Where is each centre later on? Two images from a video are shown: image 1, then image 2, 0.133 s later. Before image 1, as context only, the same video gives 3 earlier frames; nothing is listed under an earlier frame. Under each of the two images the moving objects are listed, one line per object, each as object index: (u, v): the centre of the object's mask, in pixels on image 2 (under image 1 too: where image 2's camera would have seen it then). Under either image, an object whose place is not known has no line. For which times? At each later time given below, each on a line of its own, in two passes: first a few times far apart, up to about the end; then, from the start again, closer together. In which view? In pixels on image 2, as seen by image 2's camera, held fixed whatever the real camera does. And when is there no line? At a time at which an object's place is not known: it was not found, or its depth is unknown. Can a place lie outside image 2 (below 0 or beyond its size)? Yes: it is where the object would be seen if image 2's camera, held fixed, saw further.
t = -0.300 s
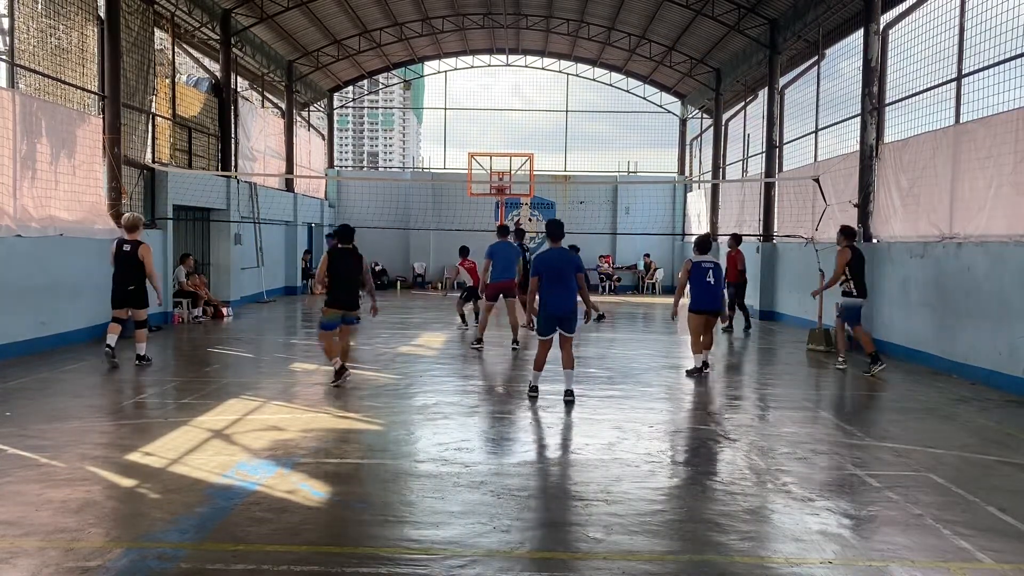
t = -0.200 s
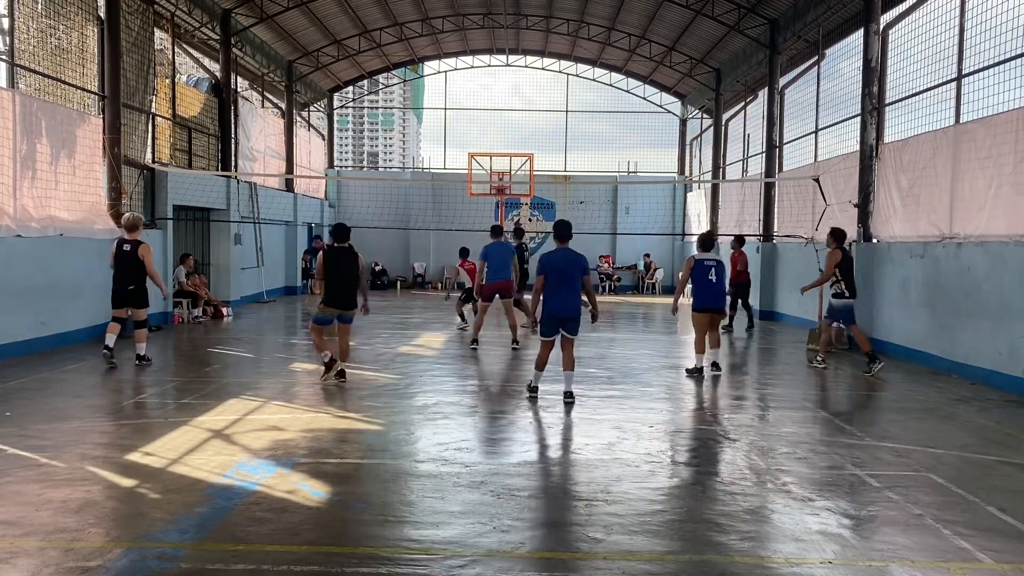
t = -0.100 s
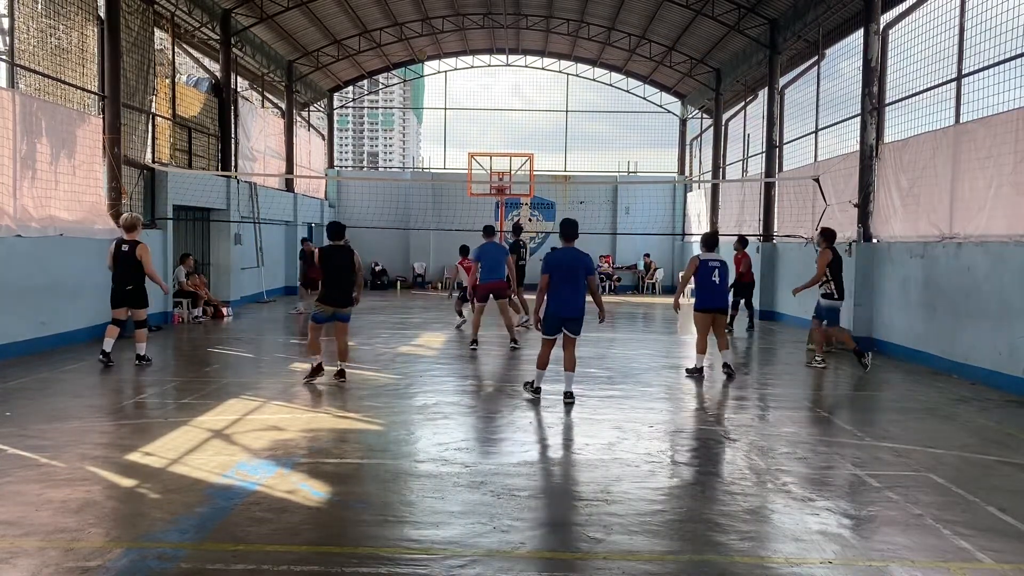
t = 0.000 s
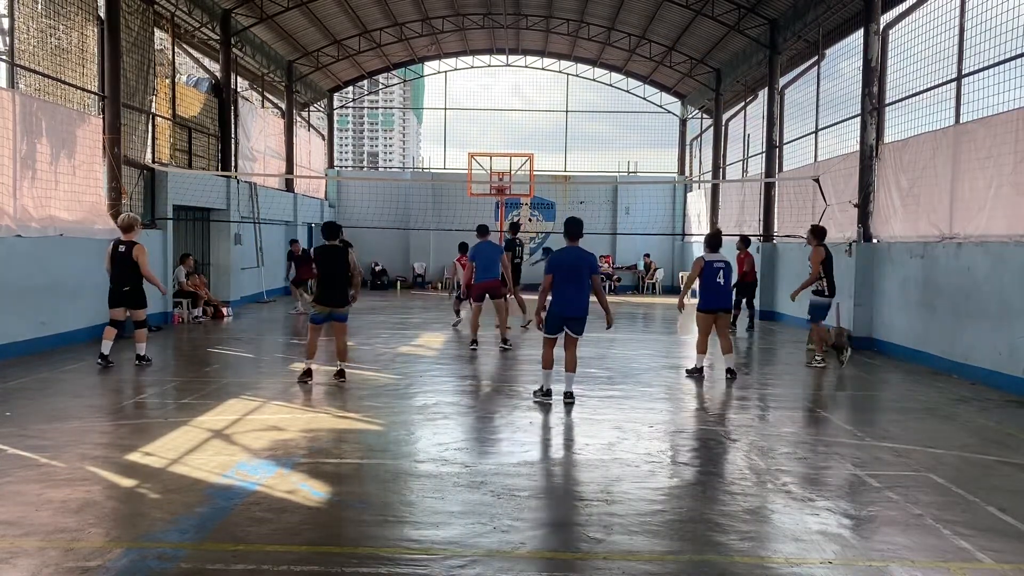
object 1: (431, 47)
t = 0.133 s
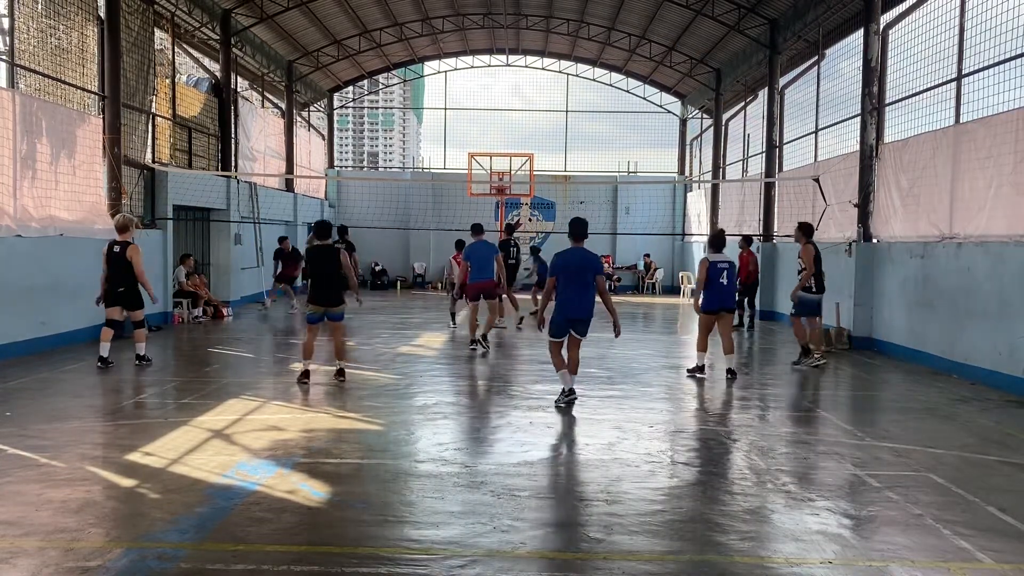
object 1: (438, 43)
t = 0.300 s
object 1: (449, 52)
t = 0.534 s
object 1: (461, 79)
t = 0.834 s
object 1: (476, 144)
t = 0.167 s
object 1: (441, 43)
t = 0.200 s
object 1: (444, 44)
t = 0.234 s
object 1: (444, 47)
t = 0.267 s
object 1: (448, 47)
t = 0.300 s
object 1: (449, 52)
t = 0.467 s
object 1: (457, 68)
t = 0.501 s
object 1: (459, 73)
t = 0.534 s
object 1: (461, 79)
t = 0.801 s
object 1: (475, 135)
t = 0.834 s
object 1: (476, 144)
